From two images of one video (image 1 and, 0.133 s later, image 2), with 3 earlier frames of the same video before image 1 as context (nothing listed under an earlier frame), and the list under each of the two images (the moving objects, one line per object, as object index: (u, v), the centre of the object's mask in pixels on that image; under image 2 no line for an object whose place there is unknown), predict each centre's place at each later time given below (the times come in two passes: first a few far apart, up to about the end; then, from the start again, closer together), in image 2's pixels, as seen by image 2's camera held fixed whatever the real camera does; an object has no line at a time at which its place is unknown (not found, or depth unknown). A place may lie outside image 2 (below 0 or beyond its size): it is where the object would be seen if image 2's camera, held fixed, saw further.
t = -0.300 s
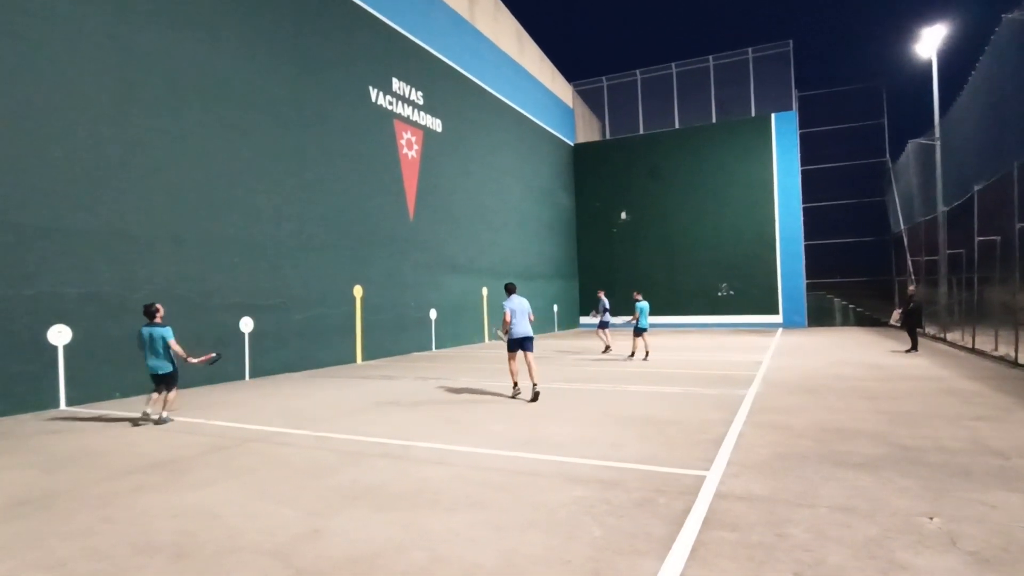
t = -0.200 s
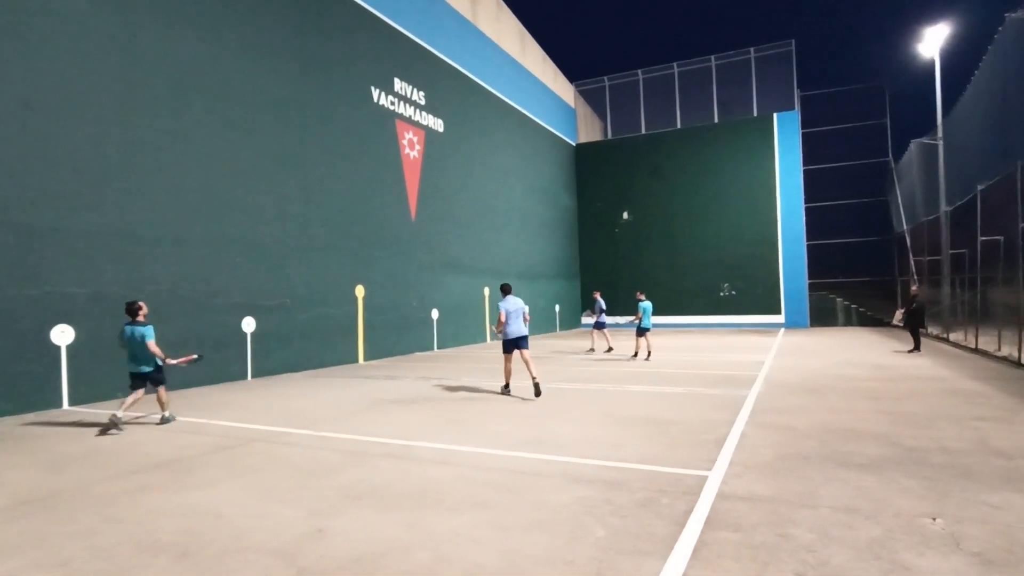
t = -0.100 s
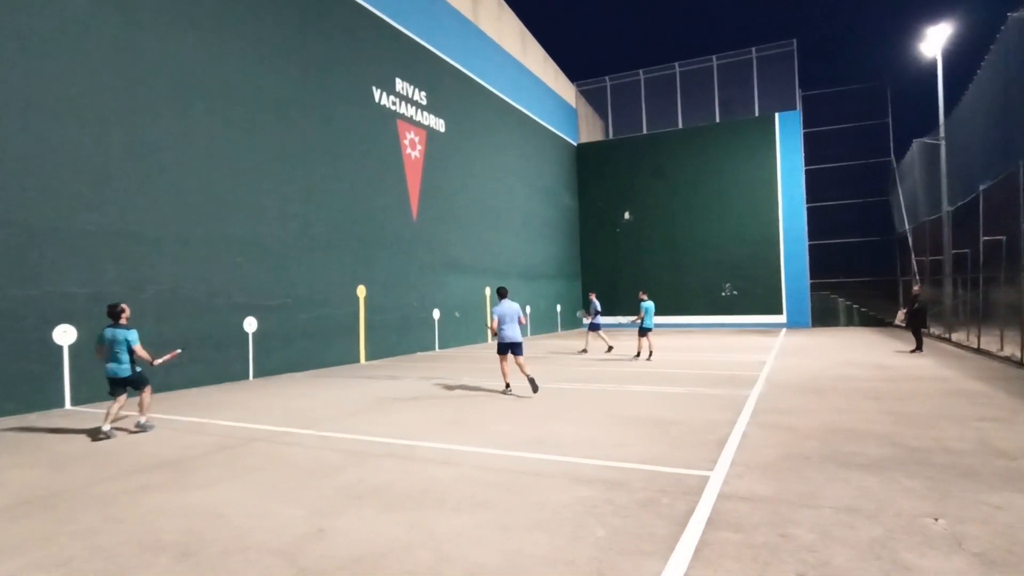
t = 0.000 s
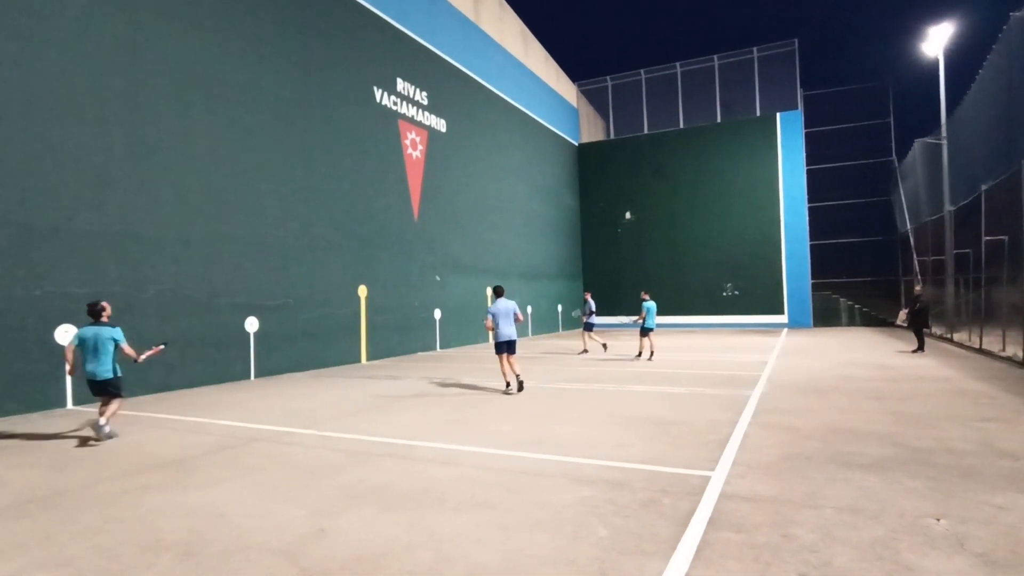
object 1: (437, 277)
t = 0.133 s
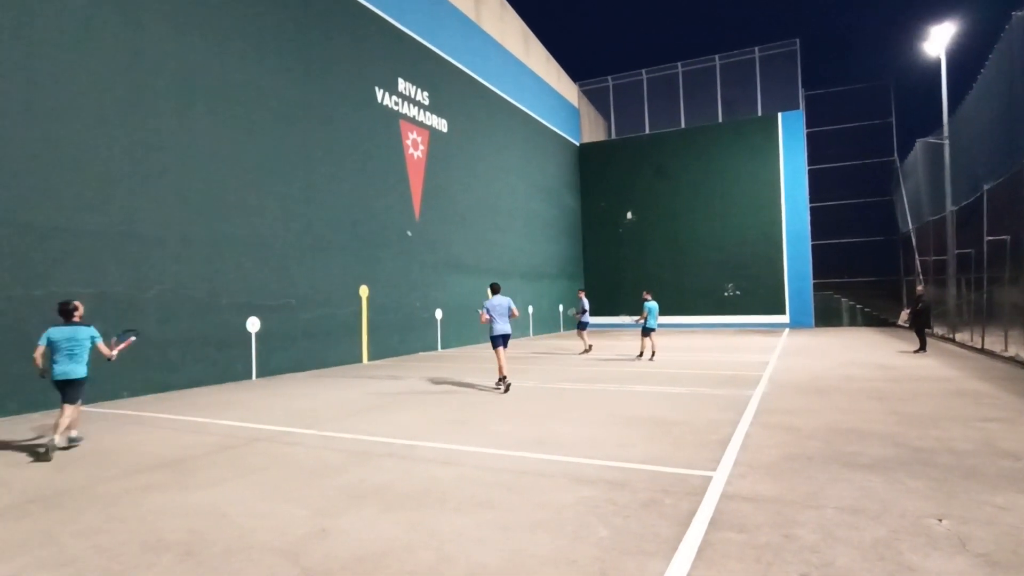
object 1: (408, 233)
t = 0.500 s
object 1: (306, 133)
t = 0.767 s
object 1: (207, 95)
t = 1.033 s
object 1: (71, 100)
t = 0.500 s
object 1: (306, 133)
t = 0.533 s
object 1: (295, 127)
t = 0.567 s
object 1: (284, 121)
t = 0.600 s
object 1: (272, 115)
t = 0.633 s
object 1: (260, 110)
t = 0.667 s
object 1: (248, 106)
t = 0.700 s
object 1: (234, 101)
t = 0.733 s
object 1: (221, 98)
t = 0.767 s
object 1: (207, 95)
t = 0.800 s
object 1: (192, 93)
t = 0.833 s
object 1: (177, 91)
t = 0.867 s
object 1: (161, 90)
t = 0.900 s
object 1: (145, 91)
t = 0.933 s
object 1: (127, 91)
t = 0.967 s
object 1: (110, 93)
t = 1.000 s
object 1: (91, 96)
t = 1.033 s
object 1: (71, 100)
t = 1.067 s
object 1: (50, 105)
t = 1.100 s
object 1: (29, 112)
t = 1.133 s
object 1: (7, 120)
